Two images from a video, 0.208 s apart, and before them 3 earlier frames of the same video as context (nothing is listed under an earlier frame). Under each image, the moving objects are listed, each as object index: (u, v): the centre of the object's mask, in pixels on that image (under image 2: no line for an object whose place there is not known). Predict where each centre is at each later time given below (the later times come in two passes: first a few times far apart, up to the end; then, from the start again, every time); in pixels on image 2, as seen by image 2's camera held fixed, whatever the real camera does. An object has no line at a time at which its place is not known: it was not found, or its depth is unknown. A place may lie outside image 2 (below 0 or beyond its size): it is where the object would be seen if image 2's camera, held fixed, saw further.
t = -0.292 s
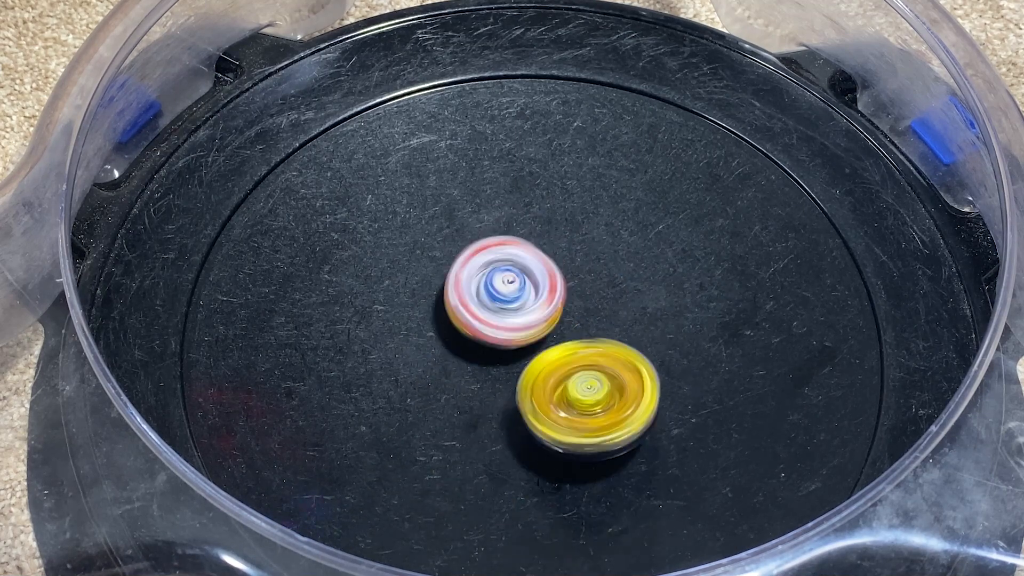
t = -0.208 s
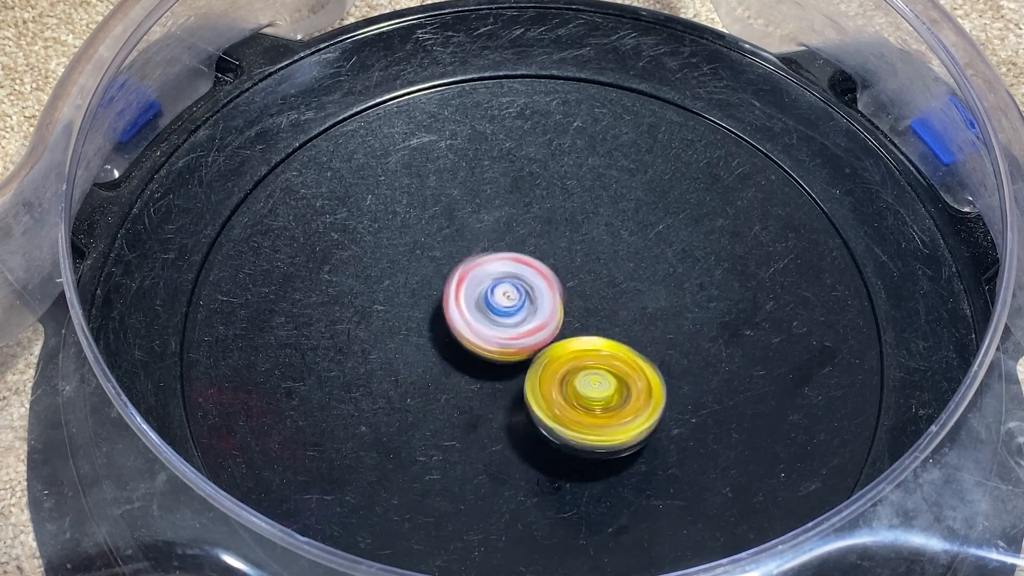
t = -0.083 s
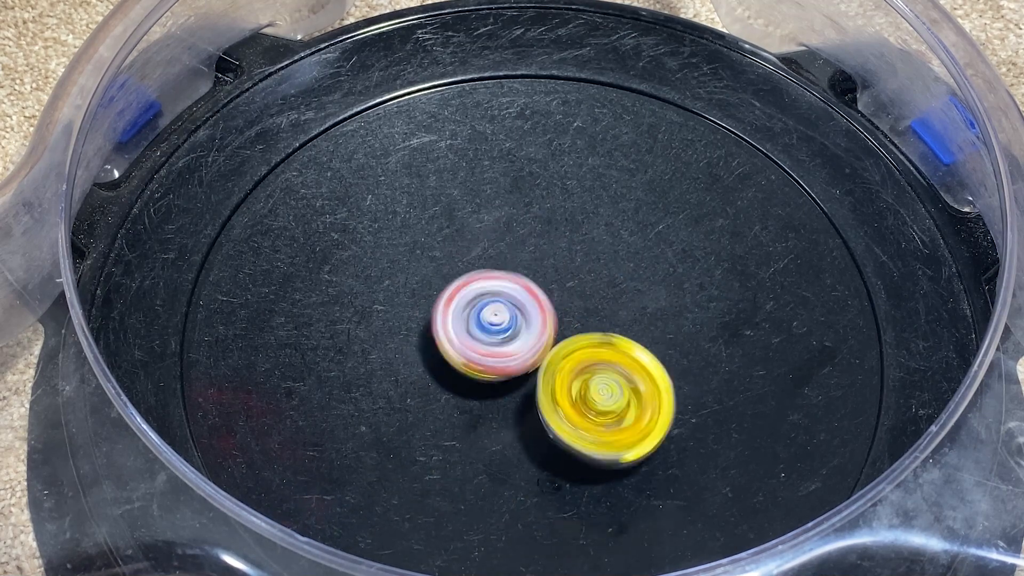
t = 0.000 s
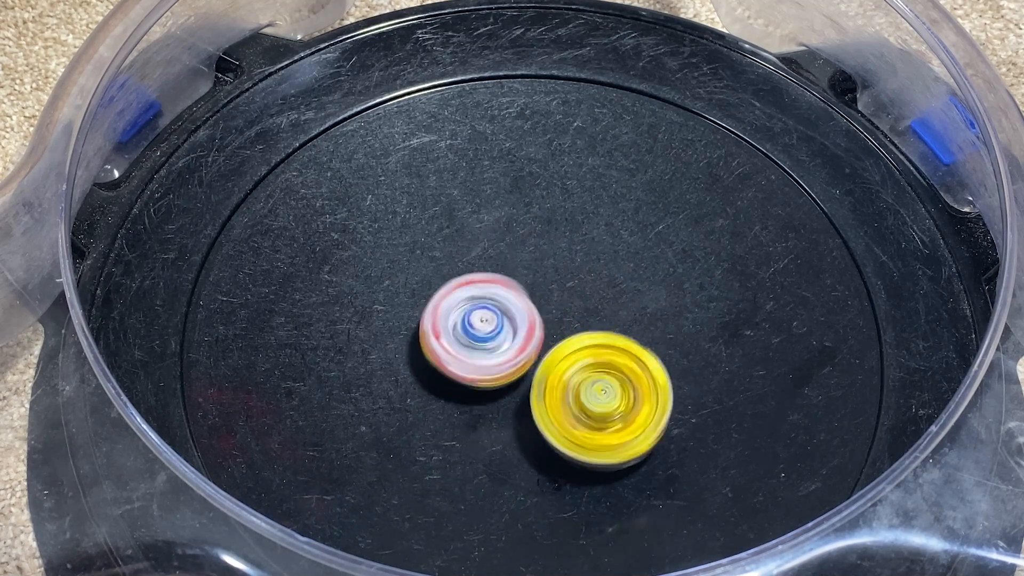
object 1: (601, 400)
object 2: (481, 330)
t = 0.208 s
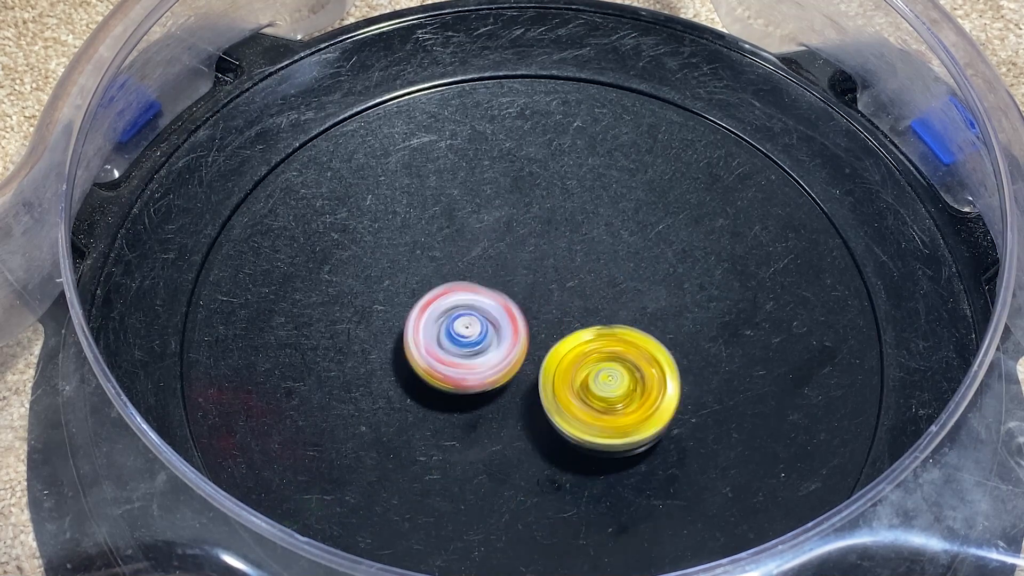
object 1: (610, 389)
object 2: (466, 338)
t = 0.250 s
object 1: (610, 387)
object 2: (465, 339)
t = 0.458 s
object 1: (618, 380)
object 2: (490, 342)
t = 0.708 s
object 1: (622, 385)
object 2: (469, 308)
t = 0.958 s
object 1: (577, 362)
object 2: (497, 273)
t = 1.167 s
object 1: (577, 363)
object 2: (499, 270)
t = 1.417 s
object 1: (567, 383)
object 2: (482, 284)
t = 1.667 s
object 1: (582, 381)
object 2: (466, 296)
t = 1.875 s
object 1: (599, 360)
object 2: (469, 316)
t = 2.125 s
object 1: (610, 362)
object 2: (444, 322)
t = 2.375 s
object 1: (567, 360)
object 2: (432, 315)
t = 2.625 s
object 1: (577, 352)
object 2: (445, 306)
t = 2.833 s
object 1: (612, 373)
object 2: (435, 299)
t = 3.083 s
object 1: (579, 378)
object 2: (468, 290)
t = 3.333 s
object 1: (565, 372)
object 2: (468, 292)
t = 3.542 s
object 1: (564, 367)
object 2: (489, 283)
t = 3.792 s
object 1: (593, 372)
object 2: (493, 287)
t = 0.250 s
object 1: (610, 387)
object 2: (465, 339)
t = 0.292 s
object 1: (612, 384)
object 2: (467, 340)
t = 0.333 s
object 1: (615, 382)
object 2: (471, 341)
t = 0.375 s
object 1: (618, 381)
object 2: (475, 341)
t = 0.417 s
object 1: (619, 381)
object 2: (481, 341)
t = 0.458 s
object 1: (618, 380)
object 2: (490, 342)
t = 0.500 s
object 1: (620, 380)
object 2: (493, 342)
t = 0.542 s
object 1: (622, 381)
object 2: (495, 341)
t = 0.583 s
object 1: (620, 382)
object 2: (496, 338)
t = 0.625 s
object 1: (616, 382)
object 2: (497, 335)
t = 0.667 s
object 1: (622, 382)
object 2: (481, 320)
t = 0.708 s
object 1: (622, 385)
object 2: (469, 308)
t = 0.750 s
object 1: (616, 383)
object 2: (465, 300)
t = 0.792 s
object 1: (611, 377)
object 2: (463, 289)
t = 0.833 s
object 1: (605, 371)
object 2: (464, 280)
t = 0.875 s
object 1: (597, 370)
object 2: (471, 273)
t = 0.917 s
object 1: (587, 366)
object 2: (484, 271)
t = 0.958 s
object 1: (577, 362)
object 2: (497, 273)
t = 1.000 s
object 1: (575, 365)
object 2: (495, 268)
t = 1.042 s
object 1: (572, 367)
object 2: (490, 264)
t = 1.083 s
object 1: (569, 364)
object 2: (492, 264)
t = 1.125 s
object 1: (570, 361)
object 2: (496, 267)
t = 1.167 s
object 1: (577, 363)
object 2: (499, 270)
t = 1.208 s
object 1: (577, 369)
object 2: (500, 275)
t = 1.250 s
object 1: (572, 373)
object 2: (501, 279)
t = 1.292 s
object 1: (574, 380)
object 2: (496, 279)
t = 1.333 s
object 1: (573, 384)
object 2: (489, 280)
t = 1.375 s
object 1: (570, 385)
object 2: (485, 282)
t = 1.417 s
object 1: (567, 383)
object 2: (482, 284)
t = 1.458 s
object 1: (566, 380)
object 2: (481, 290)
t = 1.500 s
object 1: (567, 376)
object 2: (479, 297)
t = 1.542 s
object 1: (574, 380)
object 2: (469, 295)
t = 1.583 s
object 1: (577, 382)
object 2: (466, 295)
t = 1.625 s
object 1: (578, 382)
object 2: (465, 294)
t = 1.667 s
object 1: (582, 381)
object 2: (466, 296)
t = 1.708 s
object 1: (583, 377)
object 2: (467, 300)
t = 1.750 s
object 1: (584, 373)
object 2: (472, 305)
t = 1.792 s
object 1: (589, 368)
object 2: (474, 309)
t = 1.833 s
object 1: (595, 364)
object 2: (471, 314)
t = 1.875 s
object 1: (599, 360)
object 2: (469, 316)
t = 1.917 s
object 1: (602, 358)
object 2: (467, 320)
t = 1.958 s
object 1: (603, 356)
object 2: (470, 322)
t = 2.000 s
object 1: (603, 357)
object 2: (470, 325)
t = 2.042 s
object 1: (611, 361)
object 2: (455, 323)
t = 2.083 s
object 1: (613, 363)
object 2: (449, 324)
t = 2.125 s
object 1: (610, 362)
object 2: (444, 322)
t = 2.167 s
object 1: (605, 364)
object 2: (438, 322)
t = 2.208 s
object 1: (598, 364)
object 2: (432, 322)
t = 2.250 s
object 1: (589, 366)
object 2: (431, 320)
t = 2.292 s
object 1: (579, 367)
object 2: (433, 319)
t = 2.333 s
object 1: (569, 362)
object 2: (438, 318)
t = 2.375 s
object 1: (567, 360)
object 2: (432, 315)
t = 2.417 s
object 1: (571, 358)
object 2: (416, 309)
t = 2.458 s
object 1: (569, 355)
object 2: (412, 309)
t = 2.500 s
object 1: (571, 354)
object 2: (420, 309)
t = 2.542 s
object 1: (574, 357)
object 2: (429, 305)
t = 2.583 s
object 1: (576, 356)
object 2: (435, 304)
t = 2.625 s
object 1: (577, 352)
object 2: (445, 306)
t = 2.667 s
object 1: (578, 351)
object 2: (459, 306)
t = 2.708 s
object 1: (595, 357)
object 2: (446, 295)
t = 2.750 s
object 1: (603, 365)
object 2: (435, 291)
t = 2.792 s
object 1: (609, 370)
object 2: (430, 296)
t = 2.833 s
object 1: (612, 373)
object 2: (435, 299)
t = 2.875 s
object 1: (606, 373)
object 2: (441, 301)
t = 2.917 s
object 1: (600, 374)
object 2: (449, 303)
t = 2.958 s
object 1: (593, 375)
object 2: (458, 301)
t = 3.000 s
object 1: (583, 378)
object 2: (467, 299)
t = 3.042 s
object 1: (574, 375)
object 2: (475, 300)
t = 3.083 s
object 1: (579, 378)
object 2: (468, 290)
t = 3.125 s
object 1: (582, 382)
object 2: (462, 280)
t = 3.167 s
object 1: (583, 386)
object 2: (461, 279)
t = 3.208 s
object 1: (582, 386)
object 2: (462, 280)
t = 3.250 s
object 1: (577, 384)
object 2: (464, 282)
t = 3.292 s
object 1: (571, 381)
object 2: (464, 287)
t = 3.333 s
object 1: (565, 372)
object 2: (468, 292)
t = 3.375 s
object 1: (562, 370)
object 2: (475, 293)
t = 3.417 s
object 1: (562, 371)
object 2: (480, 287)
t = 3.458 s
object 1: (560, 373)
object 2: (486, 284)
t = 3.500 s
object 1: (561, 372)
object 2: (489, 283)
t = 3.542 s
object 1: (564, 367)
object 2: (489, 283)
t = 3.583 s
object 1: (565, 362)
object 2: (488, 284)
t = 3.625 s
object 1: (569, 358)
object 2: (487, 285)
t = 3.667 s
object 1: (576, 356)
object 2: (488, 286)
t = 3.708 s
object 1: (587, 362)
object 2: (491, 287)
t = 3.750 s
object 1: (591, 369)
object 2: (493, 287)
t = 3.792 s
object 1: (593, 372)
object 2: (493, 287)
